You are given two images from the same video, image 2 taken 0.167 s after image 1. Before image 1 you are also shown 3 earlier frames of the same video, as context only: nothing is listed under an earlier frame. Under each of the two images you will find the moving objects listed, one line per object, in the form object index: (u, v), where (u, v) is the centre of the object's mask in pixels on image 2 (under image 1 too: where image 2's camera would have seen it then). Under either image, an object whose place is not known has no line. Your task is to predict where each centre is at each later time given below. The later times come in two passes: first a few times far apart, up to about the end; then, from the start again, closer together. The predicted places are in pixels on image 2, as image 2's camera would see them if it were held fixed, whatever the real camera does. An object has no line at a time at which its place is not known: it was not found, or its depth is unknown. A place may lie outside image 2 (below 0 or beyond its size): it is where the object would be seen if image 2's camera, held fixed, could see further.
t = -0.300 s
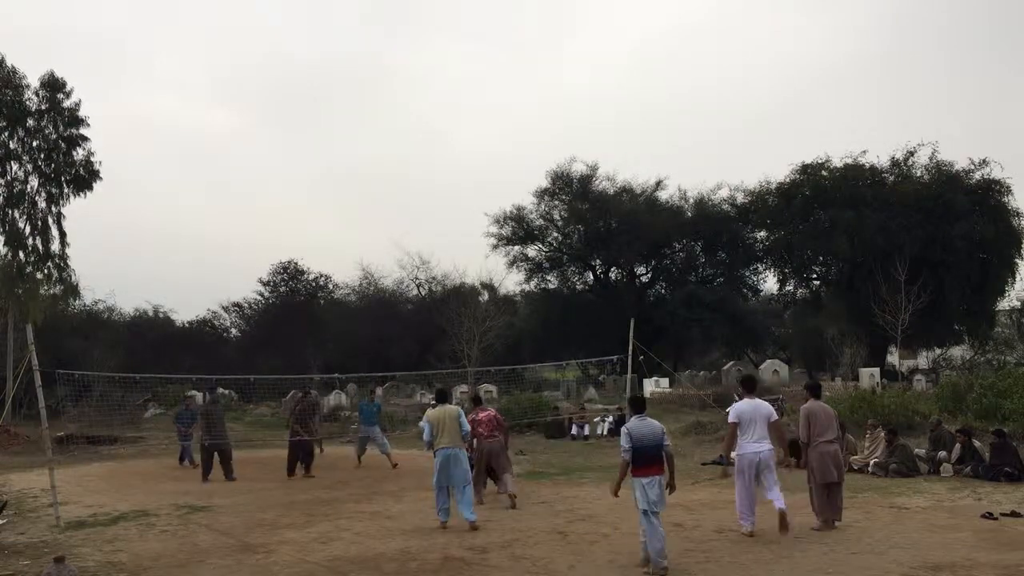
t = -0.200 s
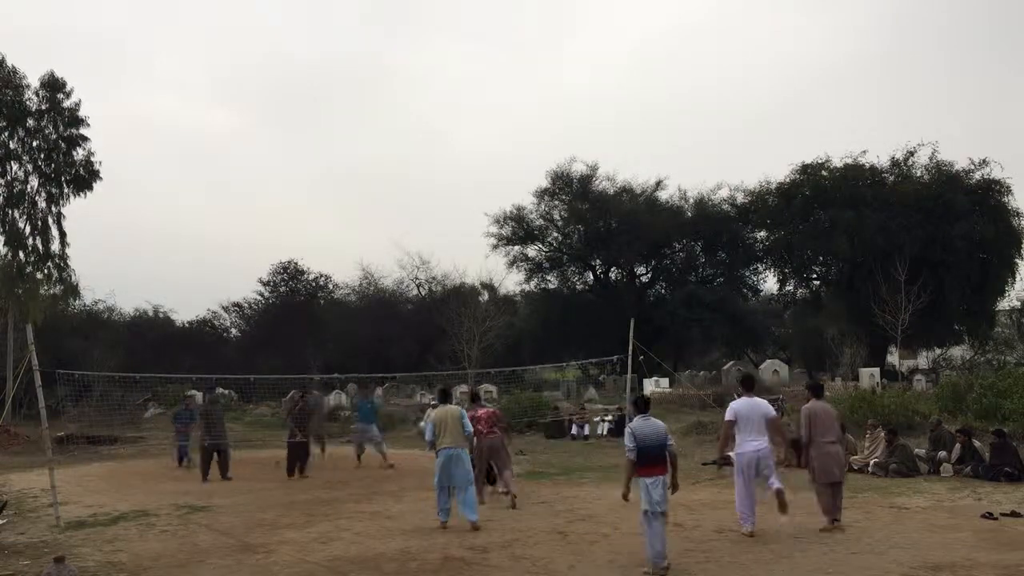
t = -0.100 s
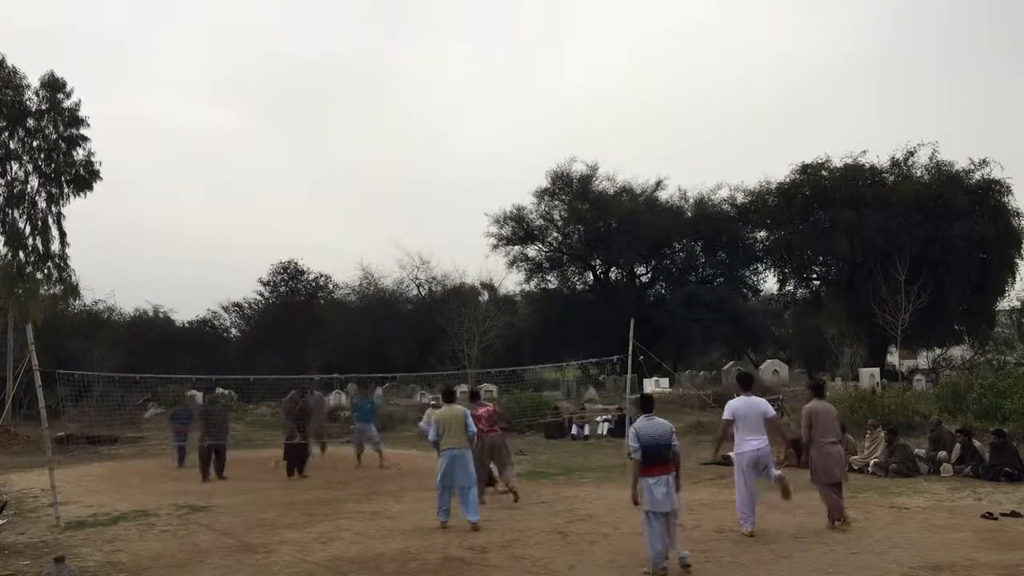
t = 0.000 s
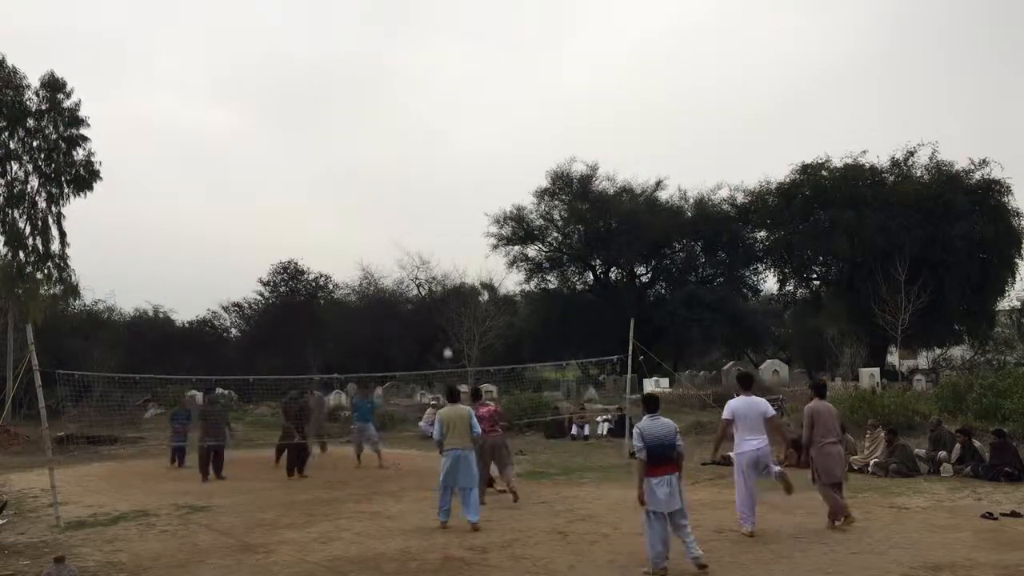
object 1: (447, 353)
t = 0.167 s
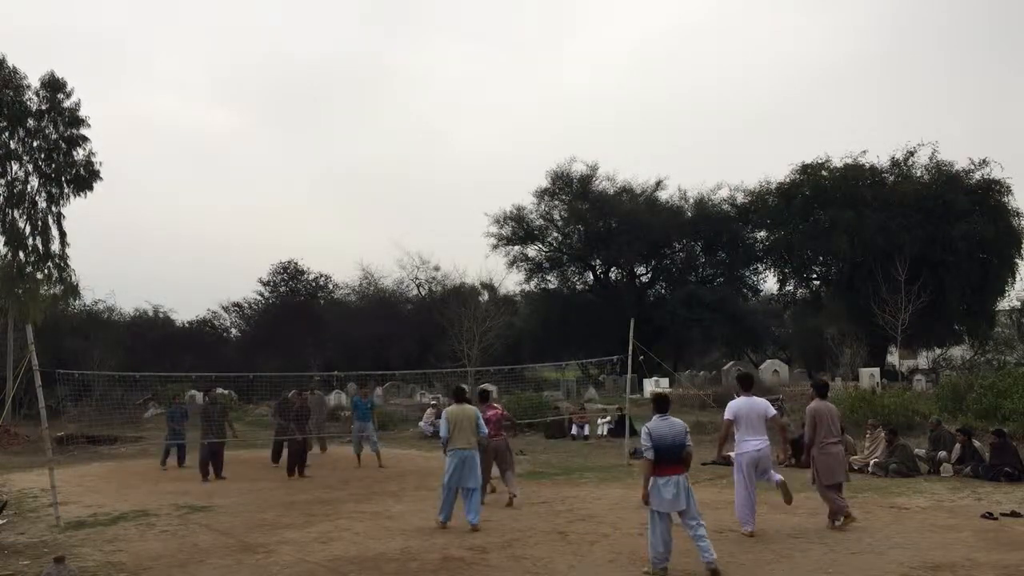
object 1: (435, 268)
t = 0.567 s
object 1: (415, 142)
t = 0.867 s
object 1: (404, 113)
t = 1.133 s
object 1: (396, 126)
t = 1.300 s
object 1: (391, 152)
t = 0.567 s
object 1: (415, 142)
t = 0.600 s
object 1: (414, 136)
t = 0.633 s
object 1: (413, 131)
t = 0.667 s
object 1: (412, 127)
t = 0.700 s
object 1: (410, 123)
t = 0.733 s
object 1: (409, 120)
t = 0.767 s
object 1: (408, 117)
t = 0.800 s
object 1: (406, 115)
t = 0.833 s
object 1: (405, 114)
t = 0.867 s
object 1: (404, 113)
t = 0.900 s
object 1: (403, 112)
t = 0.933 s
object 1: (402, 112)
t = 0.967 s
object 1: (401, 113)
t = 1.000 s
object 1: (399, 115)
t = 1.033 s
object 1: (399, 117)
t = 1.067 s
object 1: (397, 119)
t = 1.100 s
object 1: (397, 122)
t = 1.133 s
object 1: (396, 126)
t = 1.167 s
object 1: (395, 130)
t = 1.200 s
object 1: (394, 134)
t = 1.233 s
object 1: (393, 140)
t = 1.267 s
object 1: (392, 146)
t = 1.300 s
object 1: (391, 152)
